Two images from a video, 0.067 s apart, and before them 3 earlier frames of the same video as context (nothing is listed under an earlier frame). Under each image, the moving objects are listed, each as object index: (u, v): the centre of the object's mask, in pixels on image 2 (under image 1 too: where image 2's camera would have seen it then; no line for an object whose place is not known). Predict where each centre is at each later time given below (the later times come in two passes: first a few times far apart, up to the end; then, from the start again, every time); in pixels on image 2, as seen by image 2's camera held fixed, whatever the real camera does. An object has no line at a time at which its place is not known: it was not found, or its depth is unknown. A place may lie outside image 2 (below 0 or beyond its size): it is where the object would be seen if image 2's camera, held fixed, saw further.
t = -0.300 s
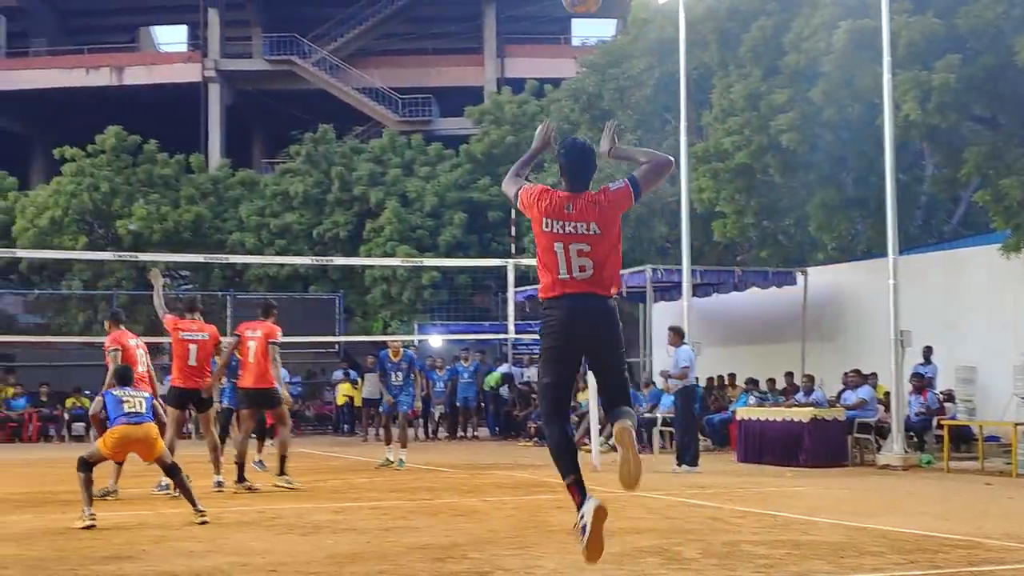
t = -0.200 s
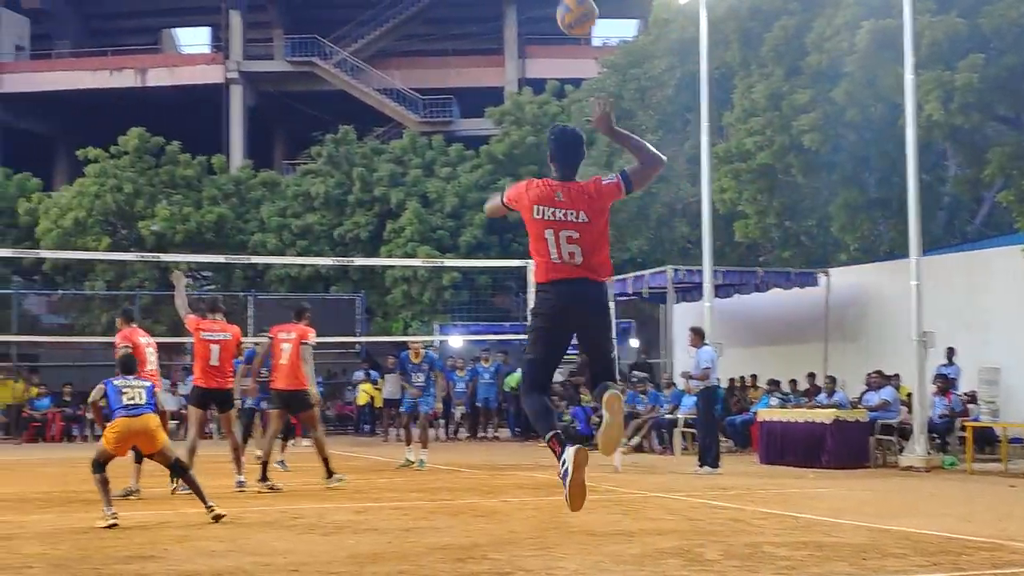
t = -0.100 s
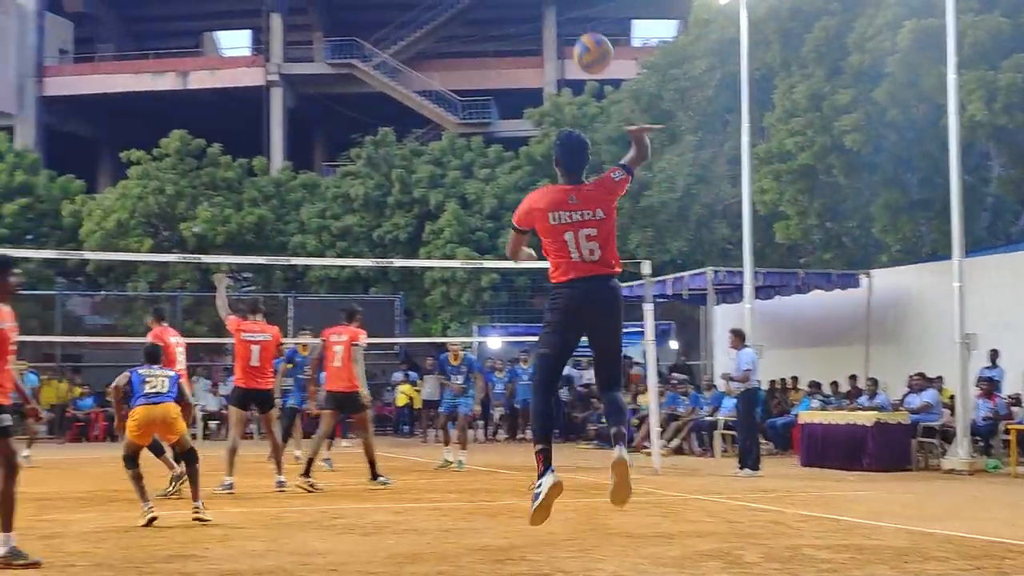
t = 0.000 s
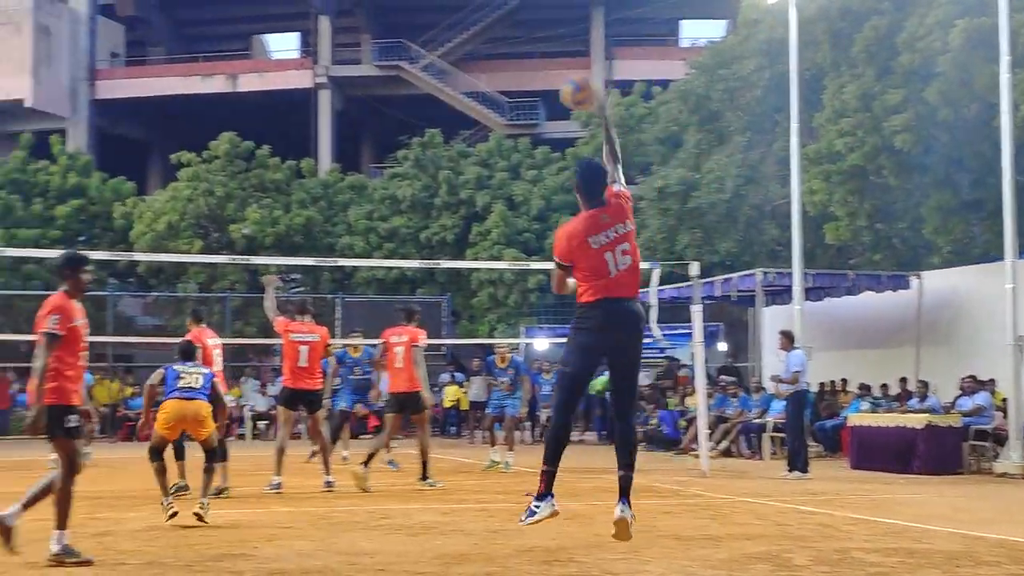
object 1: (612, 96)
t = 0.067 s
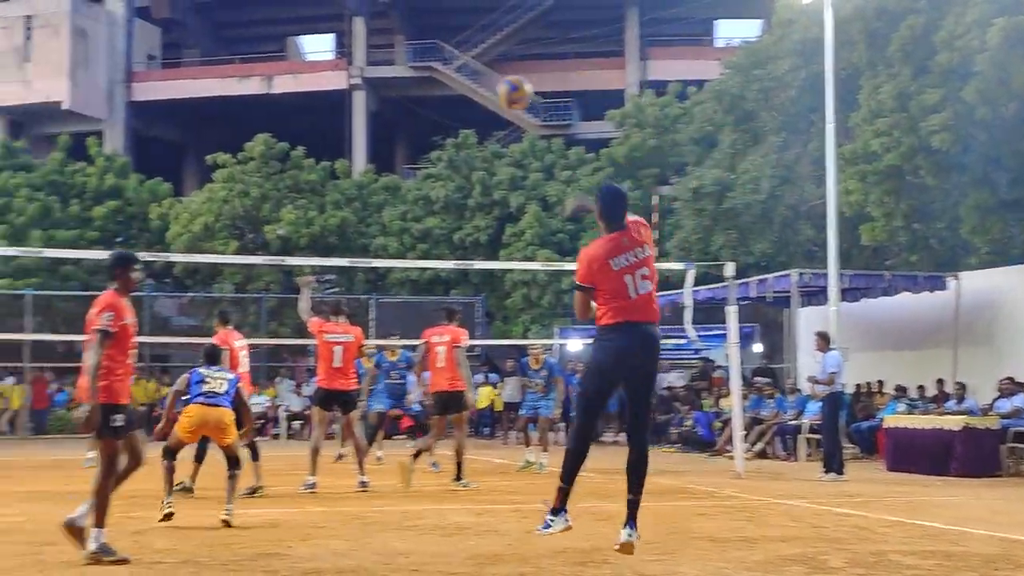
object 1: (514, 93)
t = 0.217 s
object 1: (344, 116)
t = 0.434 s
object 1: (185, 181)
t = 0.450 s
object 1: (175, 186)
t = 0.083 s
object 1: (491, 93)
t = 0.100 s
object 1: (471, 95)
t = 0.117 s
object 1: (450, 97)
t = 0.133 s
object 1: (431, 99)
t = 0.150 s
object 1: (413, 102)
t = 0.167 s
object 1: (395, 105)
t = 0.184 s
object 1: (379, 109)
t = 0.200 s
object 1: (362, 112)
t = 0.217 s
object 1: (344, 116)
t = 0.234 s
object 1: (331, 121)
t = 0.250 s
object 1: (316, 125)
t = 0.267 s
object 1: (302, 129)
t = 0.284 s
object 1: (289, 134)
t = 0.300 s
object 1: (276, 138)
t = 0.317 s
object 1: (263, 143)
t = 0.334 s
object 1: (250, 149)
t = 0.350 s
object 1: (239, 153)
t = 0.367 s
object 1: (227, 158)
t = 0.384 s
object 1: (216, 163)
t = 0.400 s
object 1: (205, 169)
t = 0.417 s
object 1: (194, 175)
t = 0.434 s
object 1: (185, 181)
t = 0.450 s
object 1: (175, 186)
